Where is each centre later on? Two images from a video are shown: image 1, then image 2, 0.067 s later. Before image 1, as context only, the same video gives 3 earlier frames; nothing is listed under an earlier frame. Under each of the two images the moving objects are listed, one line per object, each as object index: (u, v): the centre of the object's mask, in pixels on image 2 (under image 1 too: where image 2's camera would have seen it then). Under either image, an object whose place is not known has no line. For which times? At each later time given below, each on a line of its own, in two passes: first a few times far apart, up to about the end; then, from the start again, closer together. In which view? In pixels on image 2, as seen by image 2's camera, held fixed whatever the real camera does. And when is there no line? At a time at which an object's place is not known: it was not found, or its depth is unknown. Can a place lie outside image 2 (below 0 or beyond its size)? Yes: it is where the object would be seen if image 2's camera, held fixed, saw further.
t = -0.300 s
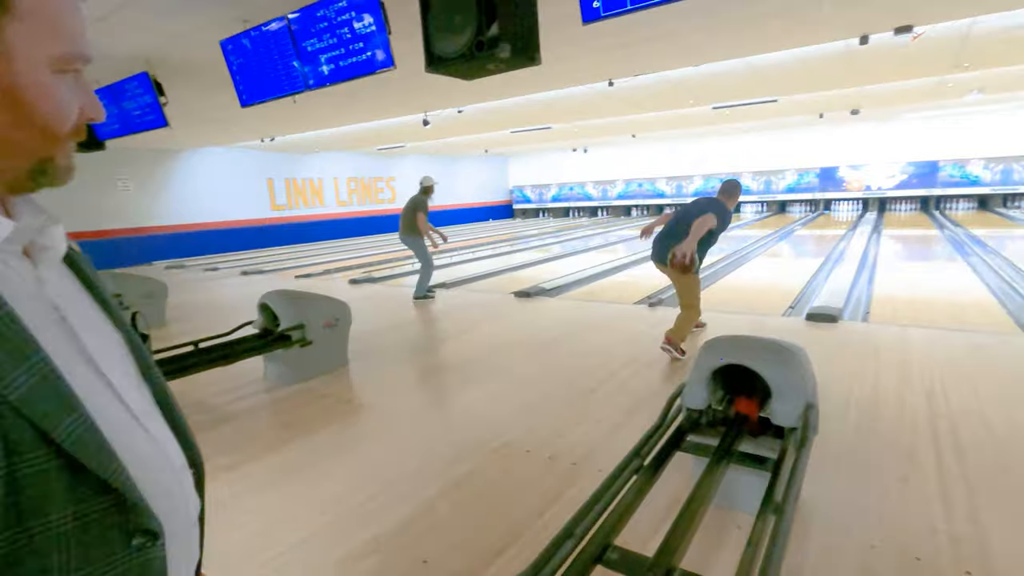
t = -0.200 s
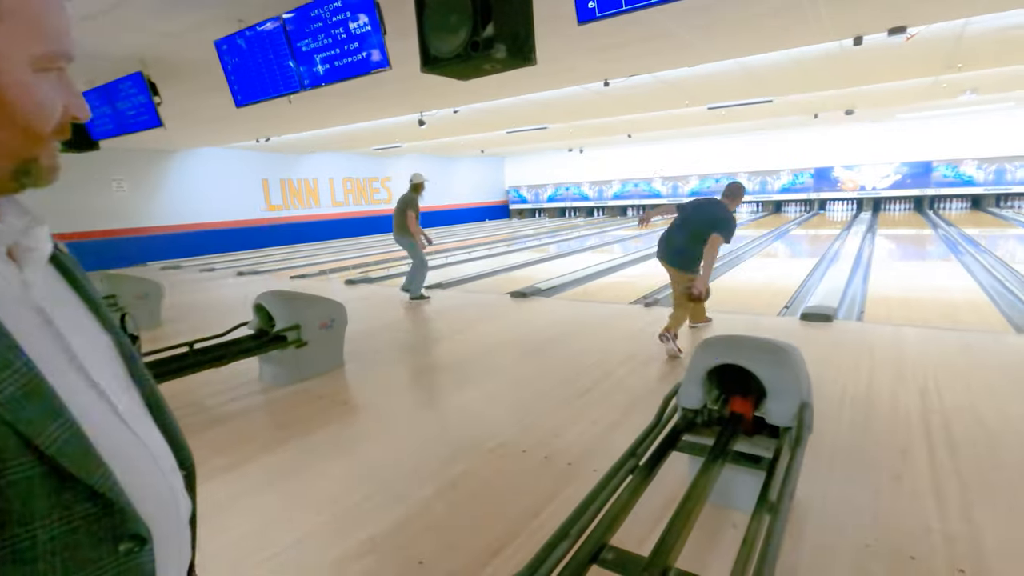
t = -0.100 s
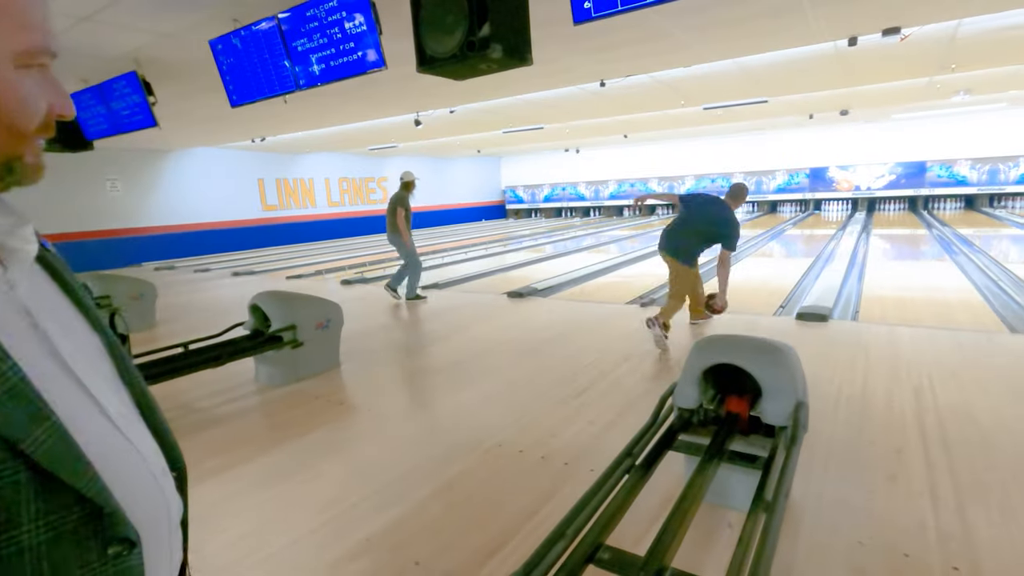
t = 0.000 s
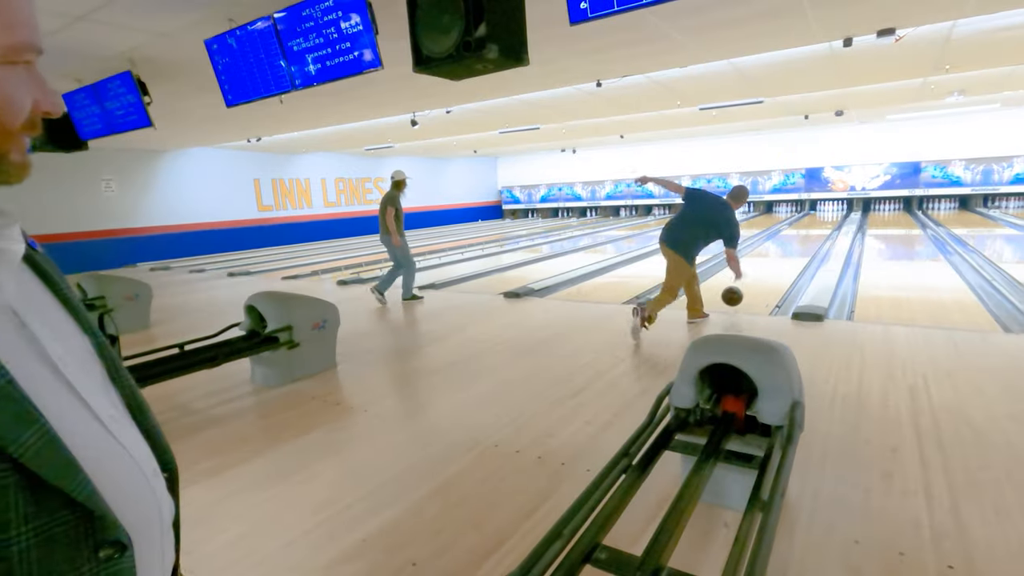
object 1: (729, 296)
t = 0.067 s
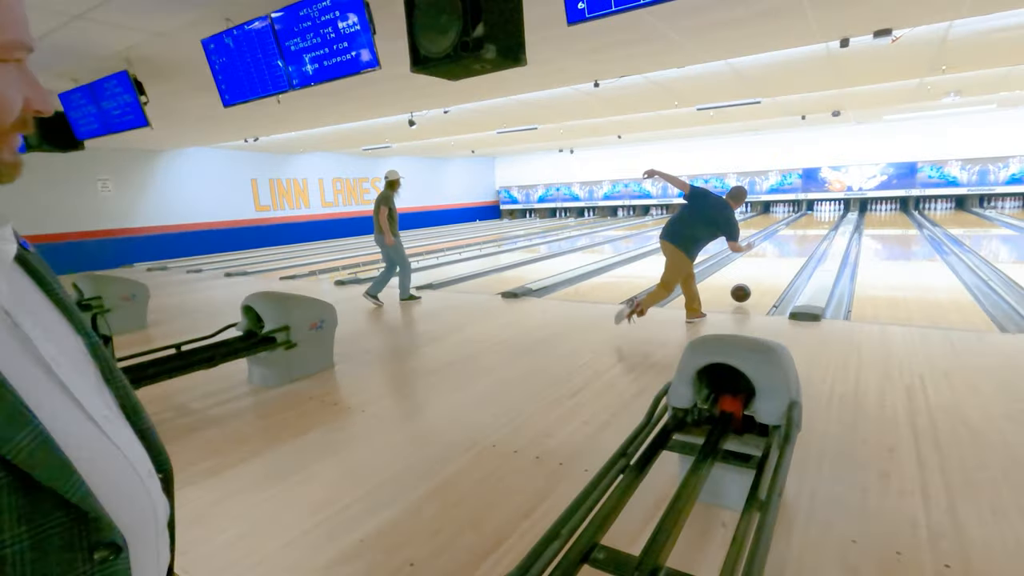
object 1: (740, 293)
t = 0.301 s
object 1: (769, 271)
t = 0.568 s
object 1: (791, 254)
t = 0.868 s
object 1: (807, 240)
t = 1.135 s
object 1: (817, 232)
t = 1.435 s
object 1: (824, 225)
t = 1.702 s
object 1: (829, 220)
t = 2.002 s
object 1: (831, 215)
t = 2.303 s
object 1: (832, 212)
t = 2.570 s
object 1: (832, 209)
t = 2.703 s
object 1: (832, 209)
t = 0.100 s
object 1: (745, 291)
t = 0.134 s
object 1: (750, 287)
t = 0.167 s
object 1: (754, 284)
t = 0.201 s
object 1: (758, 280)
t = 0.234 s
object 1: (762, 277)
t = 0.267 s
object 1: (766, 274)
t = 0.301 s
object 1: (769, 271)
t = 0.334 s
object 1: (773, 269)
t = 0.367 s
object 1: (776, 266)
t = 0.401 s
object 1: (779, 264)
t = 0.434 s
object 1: (781, 262)
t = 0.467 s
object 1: (784, 260)
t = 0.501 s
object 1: (786, 258)
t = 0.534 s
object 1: (789, 256)
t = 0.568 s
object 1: (791, 254)
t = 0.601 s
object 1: (793, 252)
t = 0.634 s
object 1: (795, 251)
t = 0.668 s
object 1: (797, 249)
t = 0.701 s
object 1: (799, 247)
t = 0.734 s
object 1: (801, 246)
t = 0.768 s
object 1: (802, 244)
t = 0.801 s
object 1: (804, 243)
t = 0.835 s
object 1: (806, 242)
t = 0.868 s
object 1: (807, 240)
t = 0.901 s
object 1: (809, 239)
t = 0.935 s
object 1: (810, 238)
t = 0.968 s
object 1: (811, 237)
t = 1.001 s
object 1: (812, 236)
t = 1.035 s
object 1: (814, 235)
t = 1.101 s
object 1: (816, 233)
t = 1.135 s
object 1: (817, 232)
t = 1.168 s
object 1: (818, 231)
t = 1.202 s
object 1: (819, 230)
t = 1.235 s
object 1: (820, 229)
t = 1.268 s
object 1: (821, 229)
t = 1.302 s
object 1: (821, 228)
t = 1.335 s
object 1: (823, 227)
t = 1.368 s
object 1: (824, 226)
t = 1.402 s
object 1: (824, 226)
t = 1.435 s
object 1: (824, 225)
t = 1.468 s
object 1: (826, 224)
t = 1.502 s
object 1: (826, 223)
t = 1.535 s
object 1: (826, 222)
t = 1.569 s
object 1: (827, 222)
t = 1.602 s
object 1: (827, 221)
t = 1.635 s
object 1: (828, 221)
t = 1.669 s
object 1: (828, 220)
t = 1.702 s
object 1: (829, 220)
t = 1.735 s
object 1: (829, 219)
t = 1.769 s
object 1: (829, 219)
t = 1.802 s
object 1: (830, 218)
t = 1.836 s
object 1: (830, 217)
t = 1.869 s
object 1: (831, 217)
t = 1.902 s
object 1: (831, 217)
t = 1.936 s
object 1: (831, 216)
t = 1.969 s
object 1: (831, 216)
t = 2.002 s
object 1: (831, 215)
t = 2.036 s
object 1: (831, 215)
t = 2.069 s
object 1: (832, 214)
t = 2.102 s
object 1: (832, 214)
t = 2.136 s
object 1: (832, 214)
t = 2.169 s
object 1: (832, 213)
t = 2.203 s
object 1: (832, 213)
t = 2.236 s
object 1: (832, 212)
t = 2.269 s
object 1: (832, 212)
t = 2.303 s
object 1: (832, 212)
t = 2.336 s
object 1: (832, 212)
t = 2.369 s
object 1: (832, 212)
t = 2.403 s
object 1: (832, 211)
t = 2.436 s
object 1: (832, 211)
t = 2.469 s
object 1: (832, 210)
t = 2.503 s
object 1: (832, 210)
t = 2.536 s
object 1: (832, 209)
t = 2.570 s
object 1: (832, 209)
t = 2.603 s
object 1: (832, 209)
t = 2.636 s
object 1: (831, 209)
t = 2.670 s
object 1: (832, 208)
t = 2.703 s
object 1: (832, 209)
